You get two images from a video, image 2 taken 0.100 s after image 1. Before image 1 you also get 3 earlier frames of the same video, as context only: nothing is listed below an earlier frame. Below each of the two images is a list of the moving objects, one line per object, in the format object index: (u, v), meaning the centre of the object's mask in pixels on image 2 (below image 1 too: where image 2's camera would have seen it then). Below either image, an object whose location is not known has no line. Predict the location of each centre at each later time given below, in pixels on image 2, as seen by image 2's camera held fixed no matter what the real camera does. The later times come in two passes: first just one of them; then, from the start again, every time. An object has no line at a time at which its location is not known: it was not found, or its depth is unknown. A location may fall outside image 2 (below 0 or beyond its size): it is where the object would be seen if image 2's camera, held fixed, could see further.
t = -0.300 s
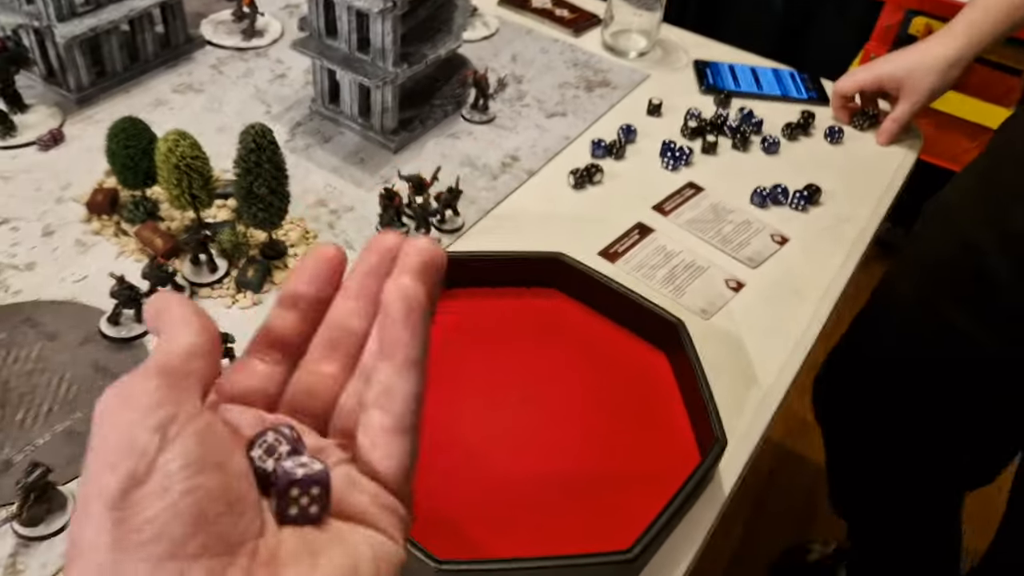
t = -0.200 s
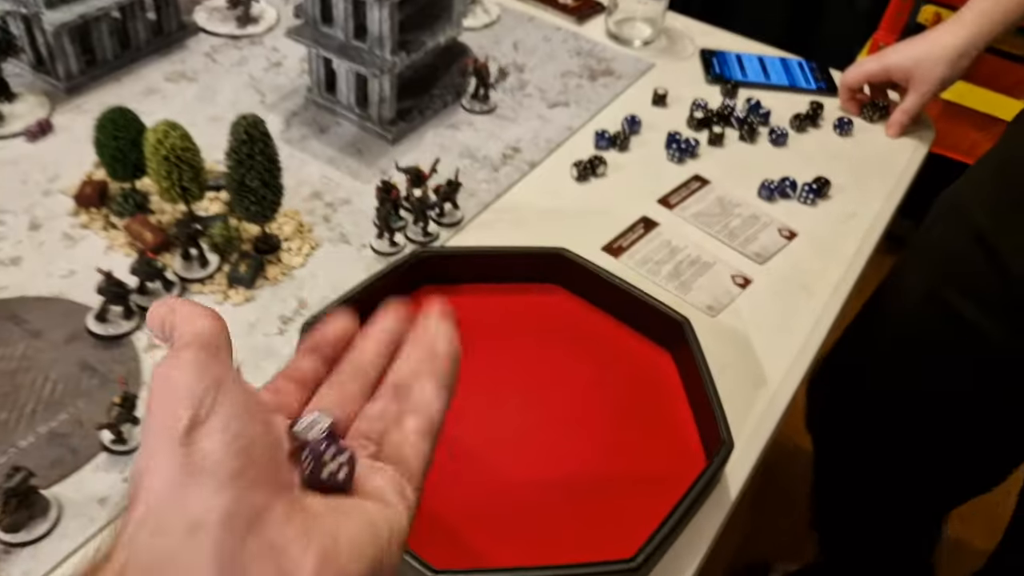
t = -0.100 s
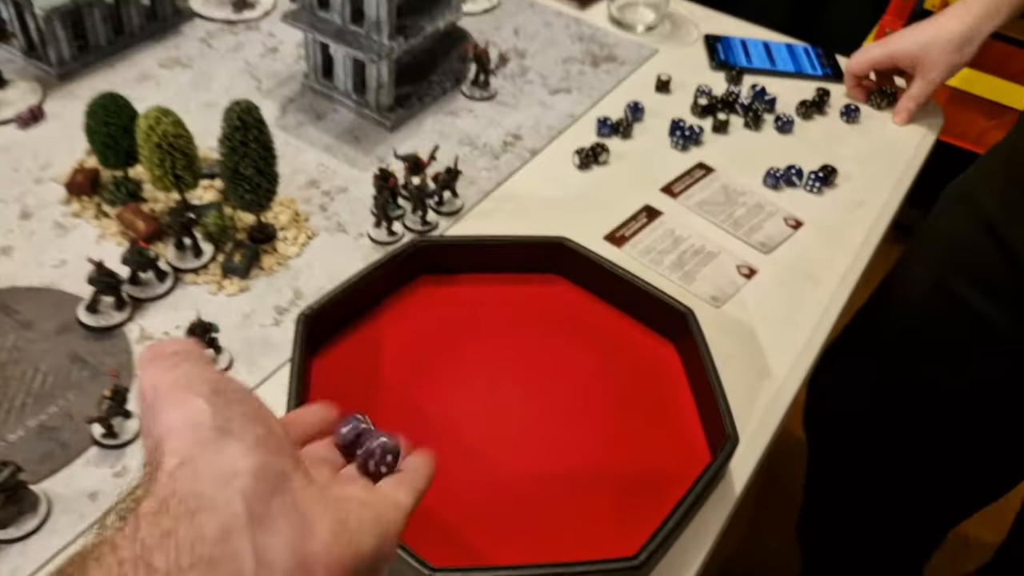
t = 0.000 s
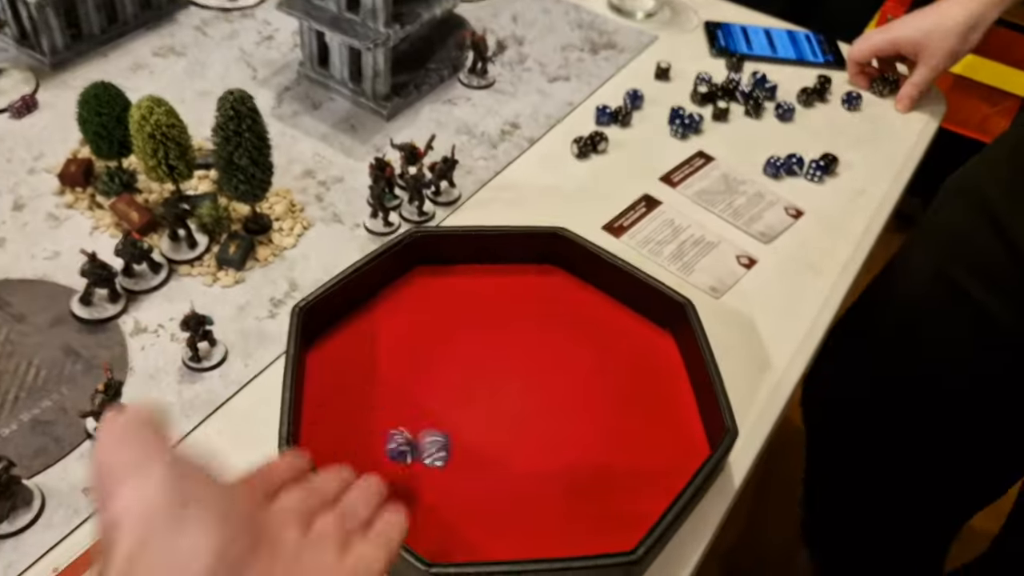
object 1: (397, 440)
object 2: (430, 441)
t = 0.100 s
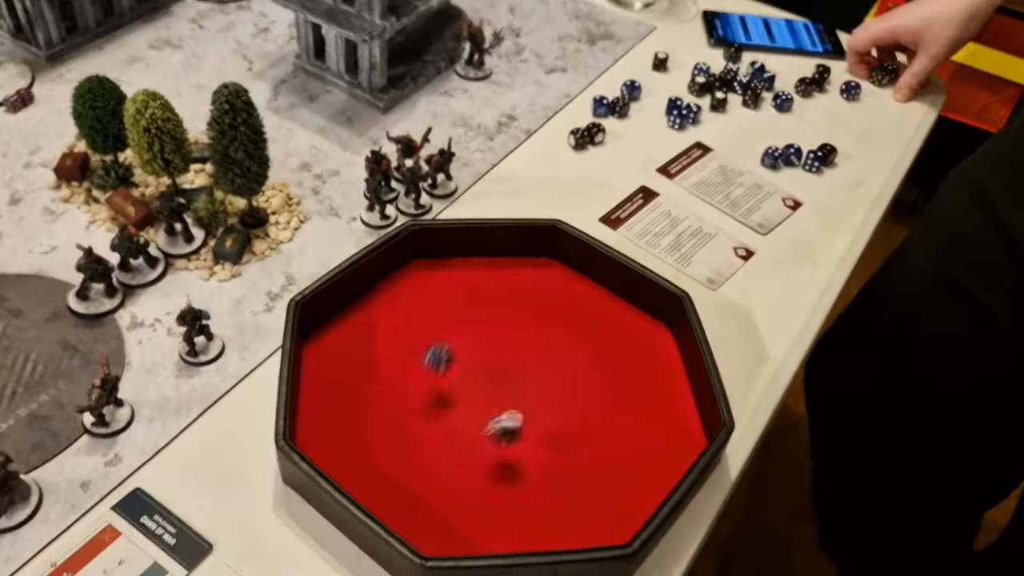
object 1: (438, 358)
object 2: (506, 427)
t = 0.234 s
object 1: (474, 286)
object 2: (622, 398)
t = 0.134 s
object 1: (449, 341)
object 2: (536, 416)
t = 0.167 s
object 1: (460, 324)
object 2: (563, 414)
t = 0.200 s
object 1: (467, 301)
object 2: (592, 410)
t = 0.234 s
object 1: (474, 286)
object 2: (622, 398)
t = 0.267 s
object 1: (477, 266)
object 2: (648, 397)
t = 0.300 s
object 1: (478, 257)
